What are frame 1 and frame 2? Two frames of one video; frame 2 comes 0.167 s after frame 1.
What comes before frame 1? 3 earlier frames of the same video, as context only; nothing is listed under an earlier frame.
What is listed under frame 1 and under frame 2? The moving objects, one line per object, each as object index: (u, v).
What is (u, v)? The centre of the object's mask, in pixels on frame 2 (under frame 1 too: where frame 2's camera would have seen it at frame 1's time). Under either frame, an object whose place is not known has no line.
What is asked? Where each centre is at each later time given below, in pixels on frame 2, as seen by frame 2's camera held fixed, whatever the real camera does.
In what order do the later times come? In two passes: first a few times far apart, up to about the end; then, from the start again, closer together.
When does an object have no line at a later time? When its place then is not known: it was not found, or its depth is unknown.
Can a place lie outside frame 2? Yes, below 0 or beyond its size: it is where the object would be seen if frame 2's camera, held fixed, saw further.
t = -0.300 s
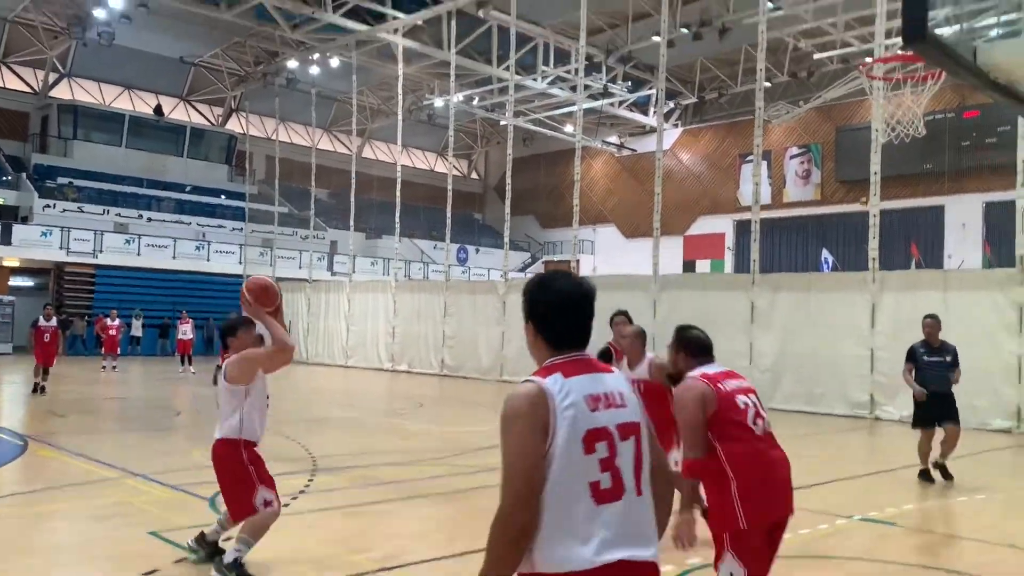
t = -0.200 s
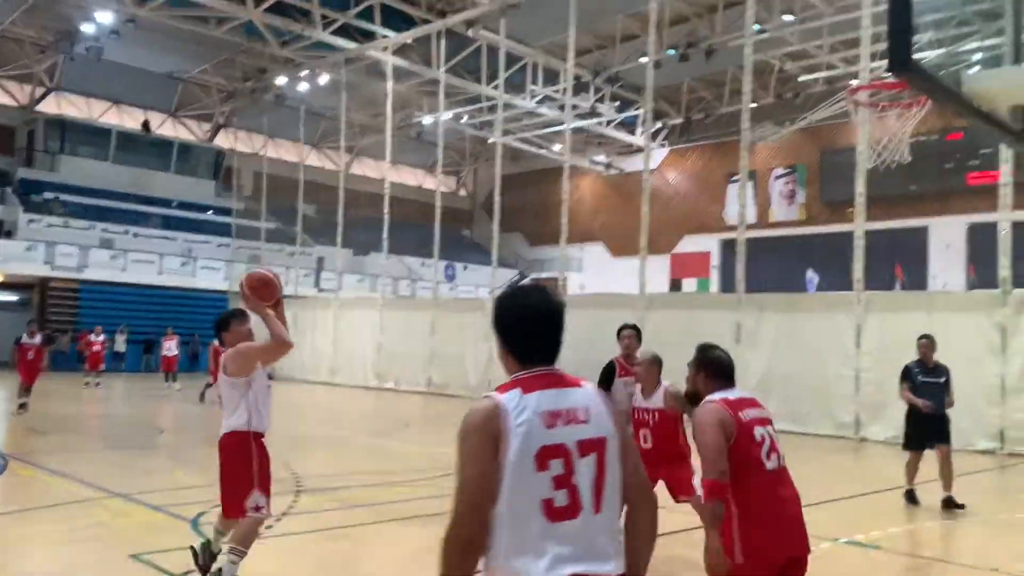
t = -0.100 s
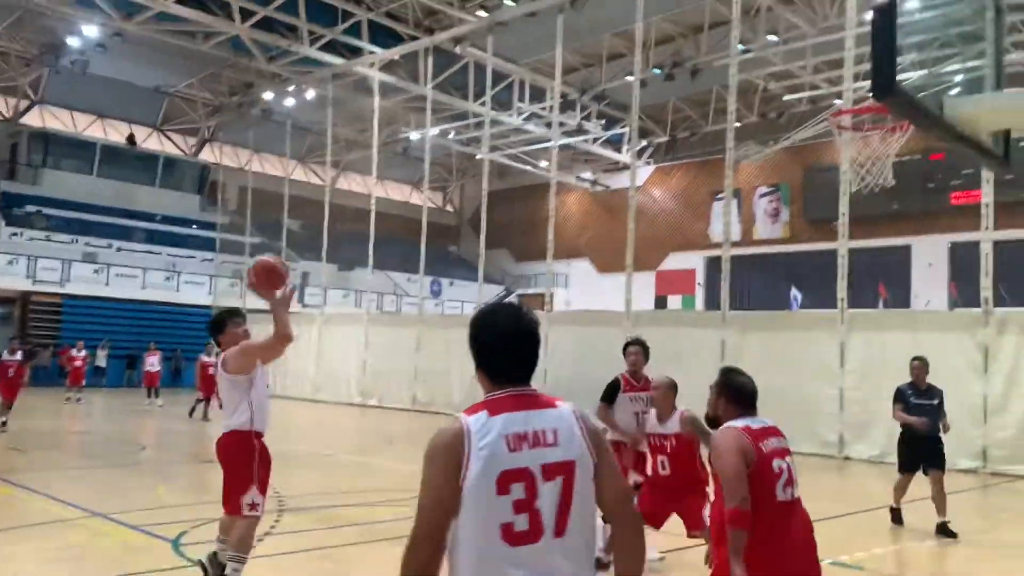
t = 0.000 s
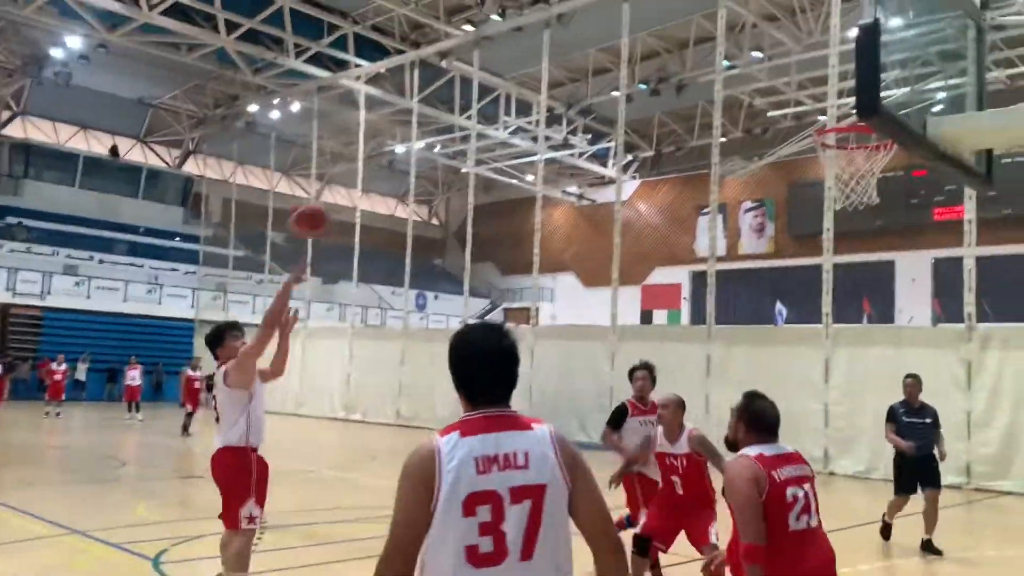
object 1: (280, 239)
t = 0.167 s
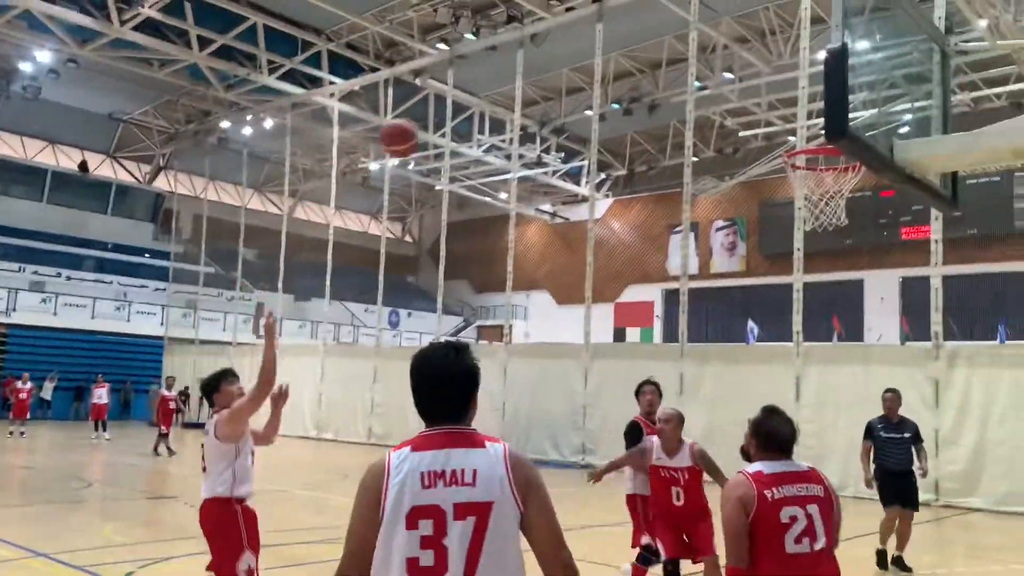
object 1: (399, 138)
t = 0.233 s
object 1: (444, 112)
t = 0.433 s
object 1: (574, 73)
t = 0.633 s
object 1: (697, 95)
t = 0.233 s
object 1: (444, 112)
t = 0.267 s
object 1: (466, 101)
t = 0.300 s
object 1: (489, 92)
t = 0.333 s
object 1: (510, 84)
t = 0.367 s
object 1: (532, 79)
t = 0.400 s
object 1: (553, 74)
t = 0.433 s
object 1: (574, 73)
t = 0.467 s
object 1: (595, 73)
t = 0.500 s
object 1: (616, 74)
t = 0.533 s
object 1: (638, 78)
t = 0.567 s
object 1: (659, 81)
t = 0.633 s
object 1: (697, 95)
